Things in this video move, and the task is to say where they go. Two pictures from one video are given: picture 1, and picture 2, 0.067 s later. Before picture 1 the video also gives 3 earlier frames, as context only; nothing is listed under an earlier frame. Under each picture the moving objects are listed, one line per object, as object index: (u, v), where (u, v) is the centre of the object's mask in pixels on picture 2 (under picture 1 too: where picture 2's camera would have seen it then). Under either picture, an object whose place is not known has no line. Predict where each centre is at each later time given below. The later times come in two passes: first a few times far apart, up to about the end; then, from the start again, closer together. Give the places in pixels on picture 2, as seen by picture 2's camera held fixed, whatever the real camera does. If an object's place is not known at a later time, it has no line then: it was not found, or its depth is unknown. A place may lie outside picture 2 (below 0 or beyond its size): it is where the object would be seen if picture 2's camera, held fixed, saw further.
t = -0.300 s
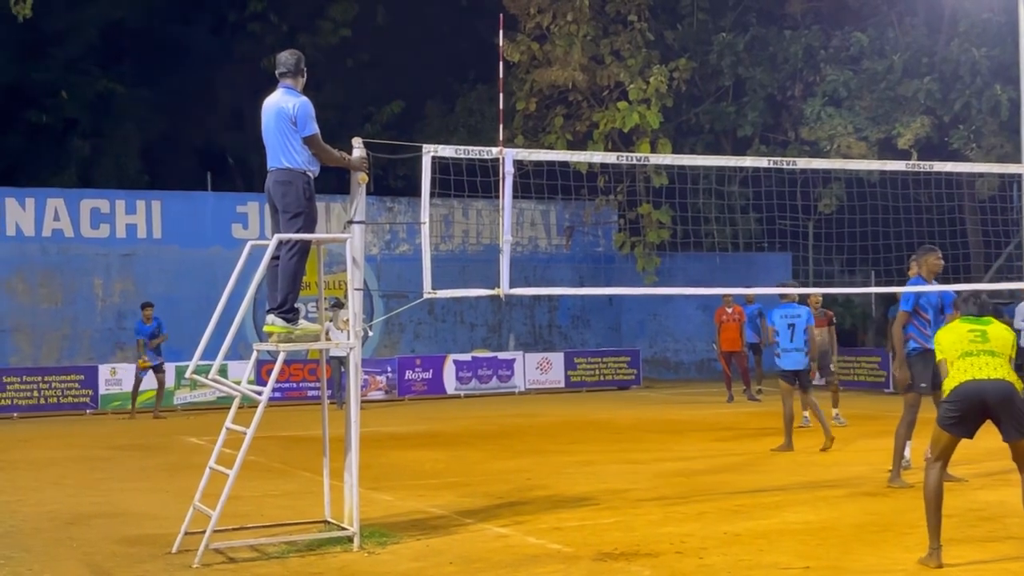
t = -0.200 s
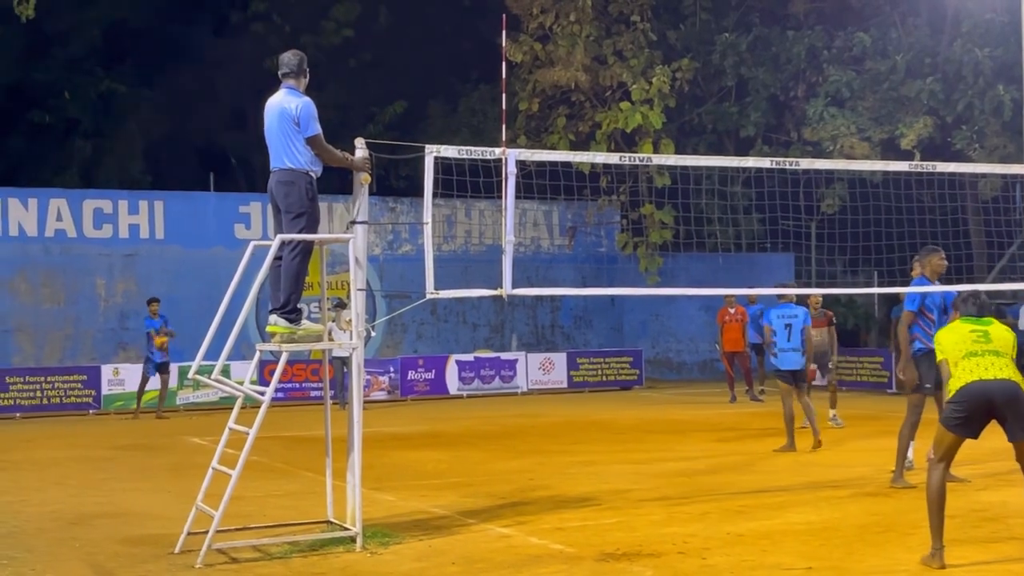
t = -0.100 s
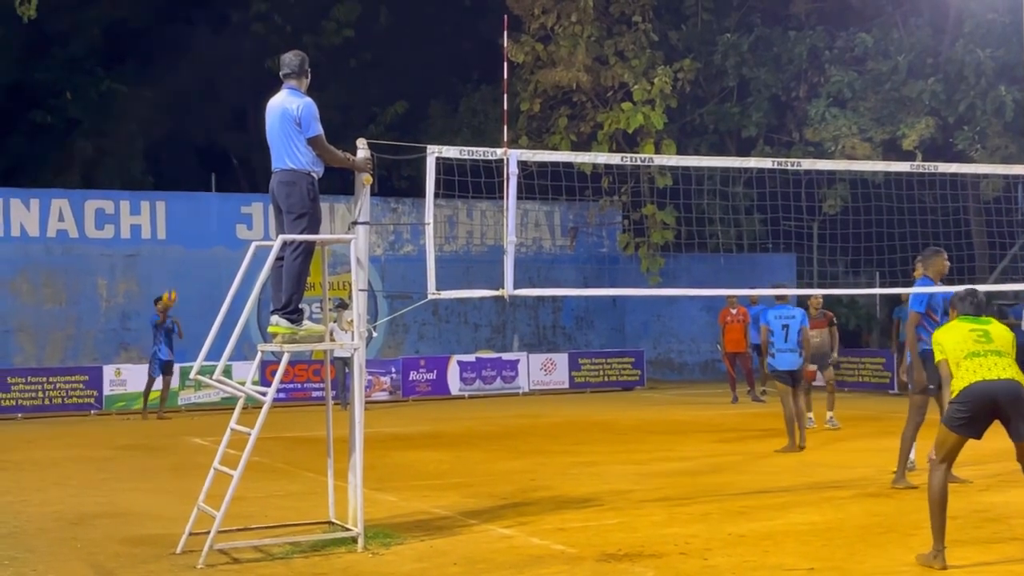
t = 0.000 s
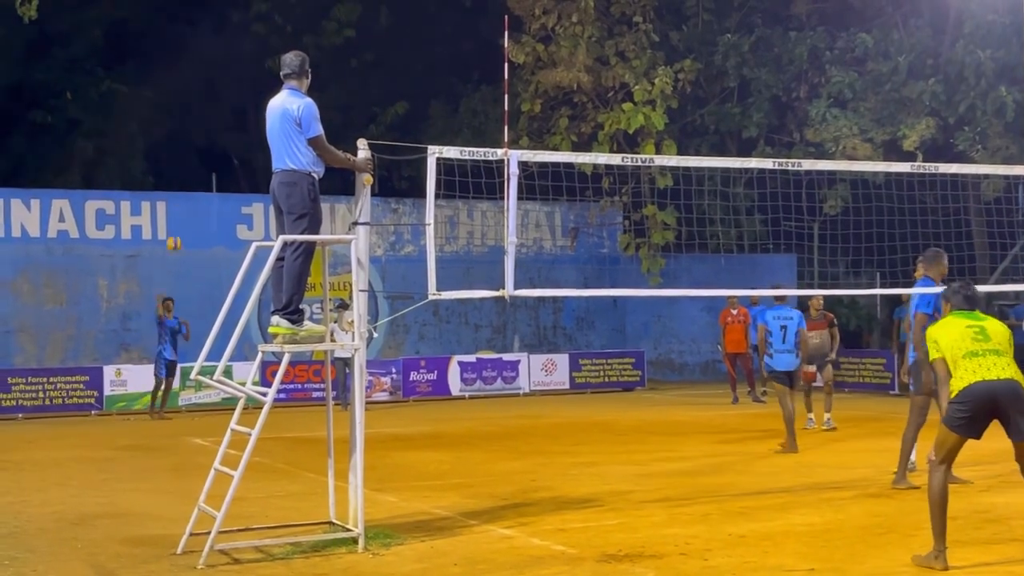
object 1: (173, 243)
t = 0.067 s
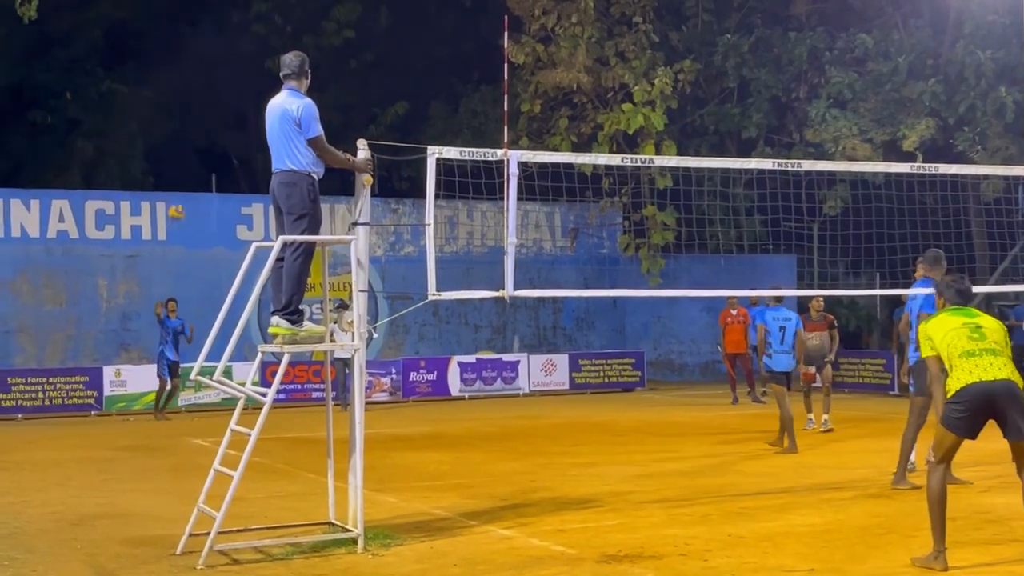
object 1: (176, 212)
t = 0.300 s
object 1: (187, 124)
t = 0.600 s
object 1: (203, 67)
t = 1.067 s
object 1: (221, 104)
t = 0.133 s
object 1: (179, 183)
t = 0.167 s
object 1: (181, 170)
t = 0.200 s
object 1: (183, 157)
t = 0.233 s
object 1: (184, 146)
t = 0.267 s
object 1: (186, 135)
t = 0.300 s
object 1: (187, 124)
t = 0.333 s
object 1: (189, 115)
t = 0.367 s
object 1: (190, 106)
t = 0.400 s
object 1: (192, 98)
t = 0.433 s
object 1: (193, 90)
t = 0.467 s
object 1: (195, 84)
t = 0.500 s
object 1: (197, 78)
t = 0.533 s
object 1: (199, 74)
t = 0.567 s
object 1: (200, 70)
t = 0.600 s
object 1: (203, 67)
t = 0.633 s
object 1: (204, 64)
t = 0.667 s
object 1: (205, 62)
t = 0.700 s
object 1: (207, 61)
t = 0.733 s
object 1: (209, 61)
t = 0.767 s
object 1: (211, 62)
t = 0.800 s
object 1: (212, 64)
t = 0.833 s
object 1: (214, 65)
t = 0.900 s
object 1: (218, 72)
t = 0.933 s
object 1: (216, 77)
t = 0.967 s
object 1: (217, 82)
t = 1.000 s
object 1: (218, 89)
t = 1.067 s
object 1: (221, 104)
